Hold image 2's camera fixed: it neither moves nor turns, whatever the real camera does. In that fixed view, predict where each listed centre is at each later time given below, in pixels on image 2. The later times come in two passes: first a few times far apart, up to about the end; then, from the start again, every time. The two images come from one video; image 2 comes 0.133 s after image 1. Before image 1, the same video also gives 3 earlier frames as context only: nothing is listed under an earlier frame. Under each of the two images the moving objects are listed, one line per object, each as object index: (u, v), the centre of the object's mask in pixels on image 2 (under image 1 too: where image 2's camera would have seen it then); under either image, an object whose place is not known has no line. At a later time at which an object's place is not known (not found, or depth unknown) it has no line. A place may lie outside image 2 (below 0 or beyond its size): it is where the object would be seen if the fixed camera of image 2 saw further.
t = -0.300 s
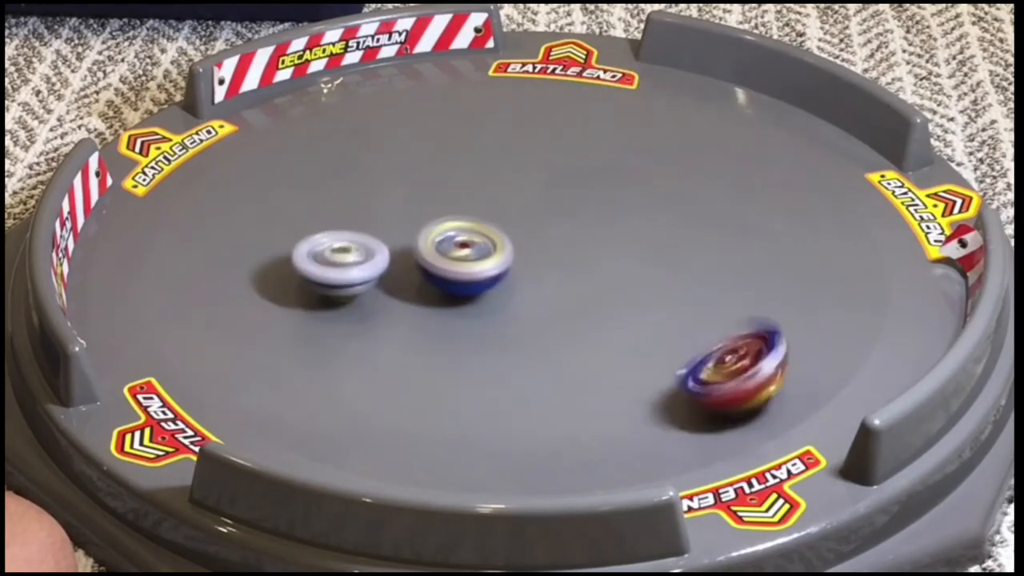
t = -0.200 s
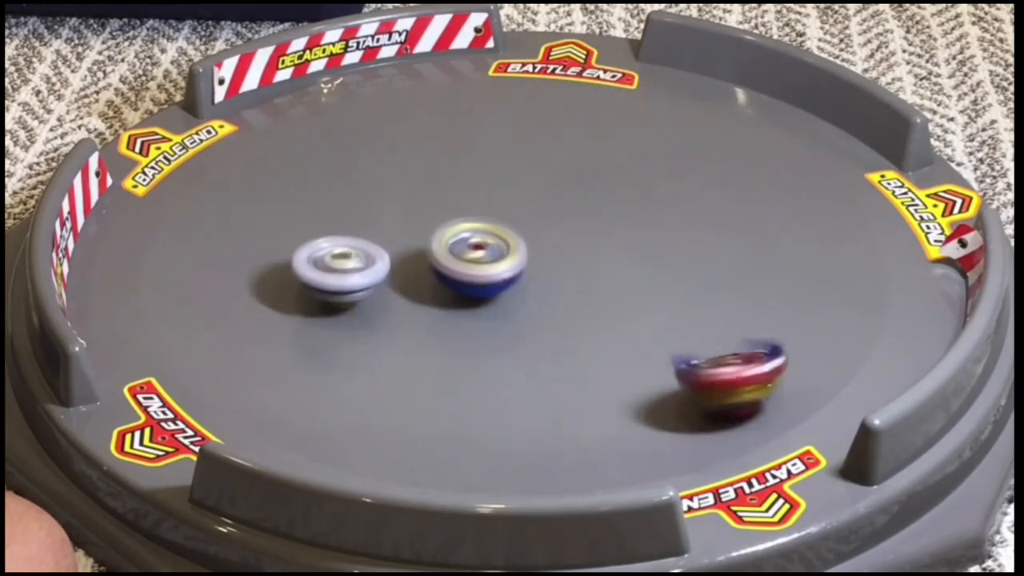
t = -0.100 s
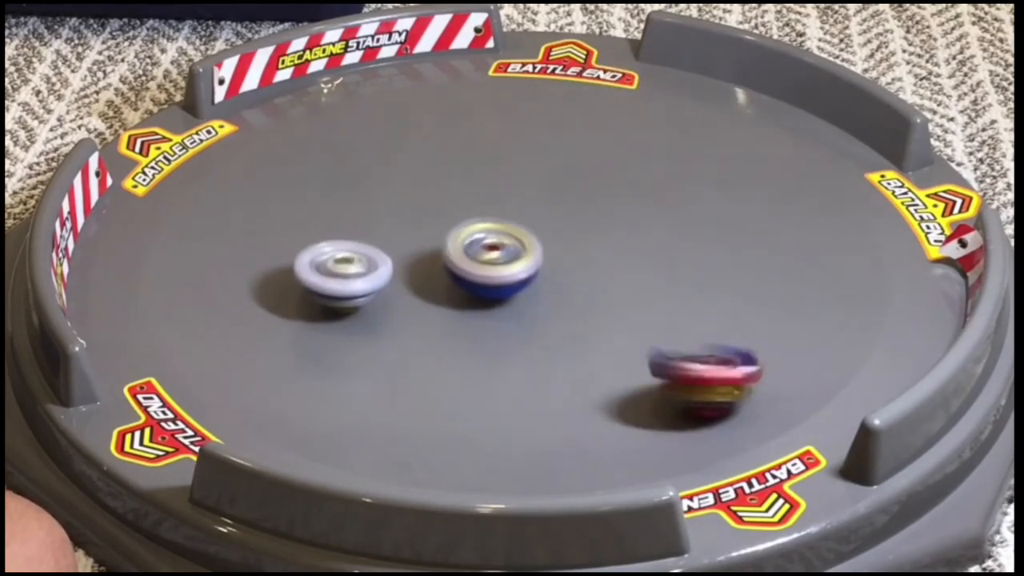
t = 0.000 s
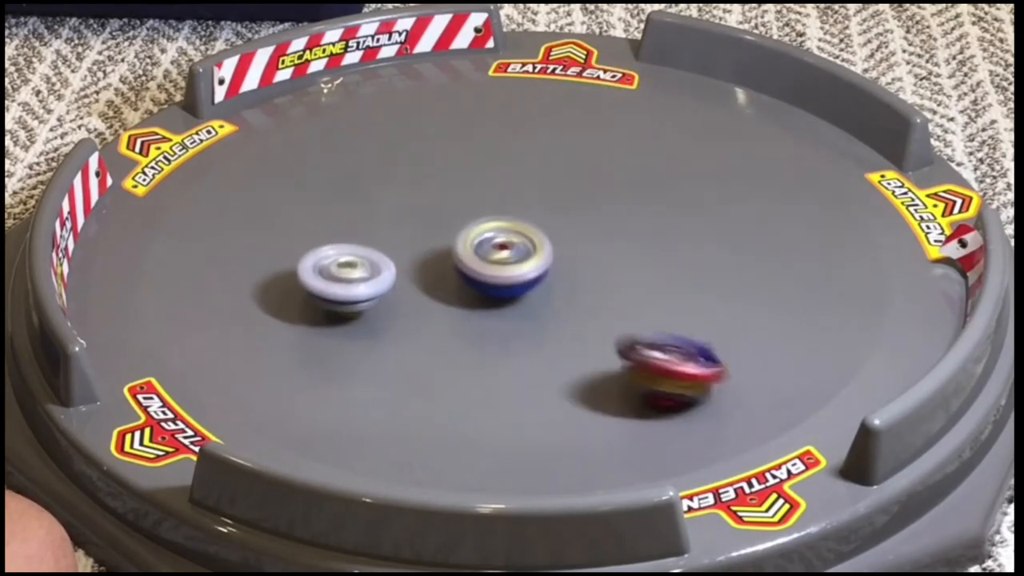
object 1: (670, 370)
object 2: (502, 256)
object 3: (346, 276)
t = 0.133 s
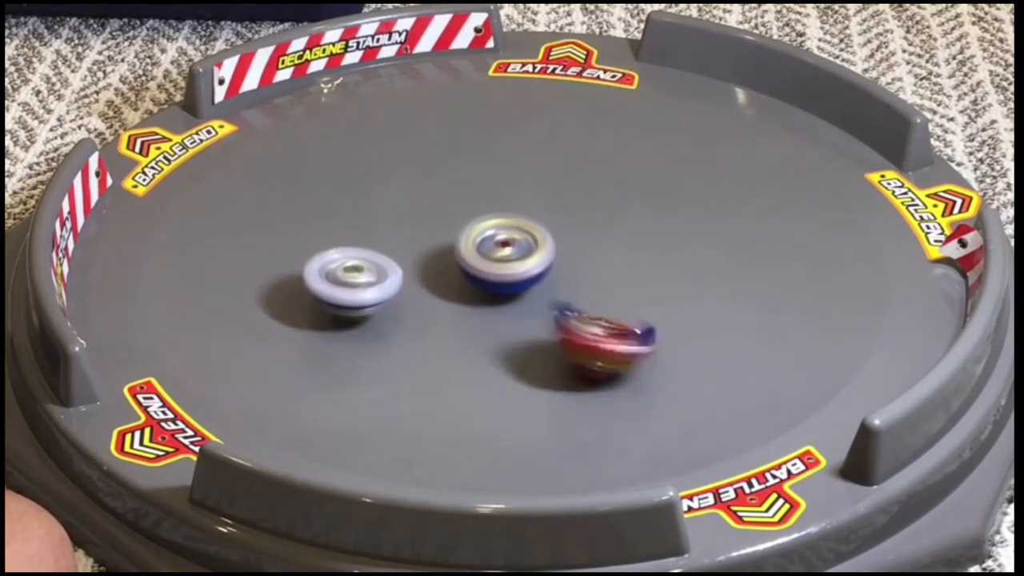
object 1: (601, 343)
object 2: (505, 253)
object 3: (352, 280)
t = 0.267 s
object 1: (532, 314)
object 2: (502, 245)
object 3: (361, 283)
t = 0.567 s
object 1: (339, 383)
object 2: (560, 154)
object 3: (389, 282)
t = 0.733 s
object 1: (334, 364)
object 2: (537, 157)
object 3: (408, 279)
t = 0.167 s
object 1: (579, 334)
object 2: (504, 252)
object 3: (354, 281)
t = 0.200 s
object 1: (565, 328)
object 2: (503, 250)
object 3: (356, 282)
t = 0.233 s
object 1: (544, 317)
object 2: (502, 247)
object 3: (359, 282)
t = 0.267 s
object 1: (532, 314)
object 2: (502, 245)
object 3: (361, 283)
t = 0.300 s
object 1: (512, 310)
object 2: (504, 240)
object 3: (364, 283)
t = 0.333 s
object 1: (472, 317)
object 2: (519, 219)
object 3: (367, 284)
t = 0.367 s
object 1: (435, 325)
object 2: (530, 201)
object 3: (370, 284)
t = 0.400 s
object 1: (407, 342)
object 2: (539, 187)
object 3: (371, 281)
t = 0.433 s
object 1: (375, 360)
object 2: (548, 176)
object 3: (377, 280)
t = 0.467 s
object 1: (351, 367)
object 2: (554, 167)
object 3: (380, 281)
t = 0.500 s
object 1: (339, 374)
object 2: (558, 161)
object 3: (383, 282)
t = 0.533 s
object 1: (338, 380)
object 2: (560, 157)
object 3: (386, 282)
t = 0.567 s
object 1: (339, 383)
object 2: (560, 154)
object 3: (389, 282)
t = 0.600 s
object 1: (340, 385)
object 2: (558, 153)
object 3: (392, 281)
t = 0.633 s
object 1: (337, 379)
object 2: (555, 153)
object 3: (396, 281)
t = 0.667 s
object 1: (335, 378)
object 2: (549, 154)
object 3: (399, 280)
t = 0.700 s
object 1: (333, 373)
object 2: (543, 156)
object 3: (404, 280)
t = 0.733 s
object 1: (334, 364)
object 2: (537, 157)
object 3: (408, 279)
